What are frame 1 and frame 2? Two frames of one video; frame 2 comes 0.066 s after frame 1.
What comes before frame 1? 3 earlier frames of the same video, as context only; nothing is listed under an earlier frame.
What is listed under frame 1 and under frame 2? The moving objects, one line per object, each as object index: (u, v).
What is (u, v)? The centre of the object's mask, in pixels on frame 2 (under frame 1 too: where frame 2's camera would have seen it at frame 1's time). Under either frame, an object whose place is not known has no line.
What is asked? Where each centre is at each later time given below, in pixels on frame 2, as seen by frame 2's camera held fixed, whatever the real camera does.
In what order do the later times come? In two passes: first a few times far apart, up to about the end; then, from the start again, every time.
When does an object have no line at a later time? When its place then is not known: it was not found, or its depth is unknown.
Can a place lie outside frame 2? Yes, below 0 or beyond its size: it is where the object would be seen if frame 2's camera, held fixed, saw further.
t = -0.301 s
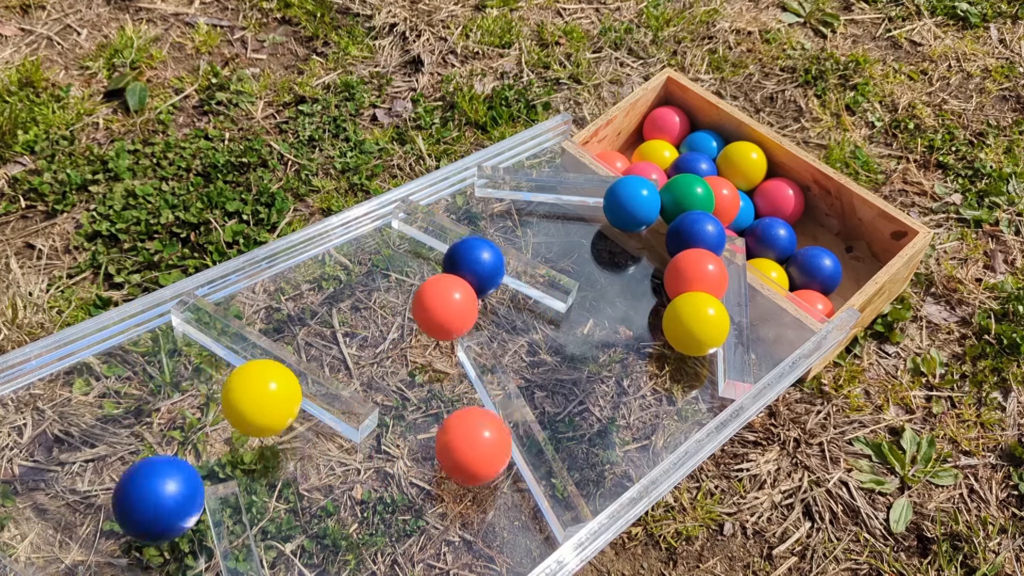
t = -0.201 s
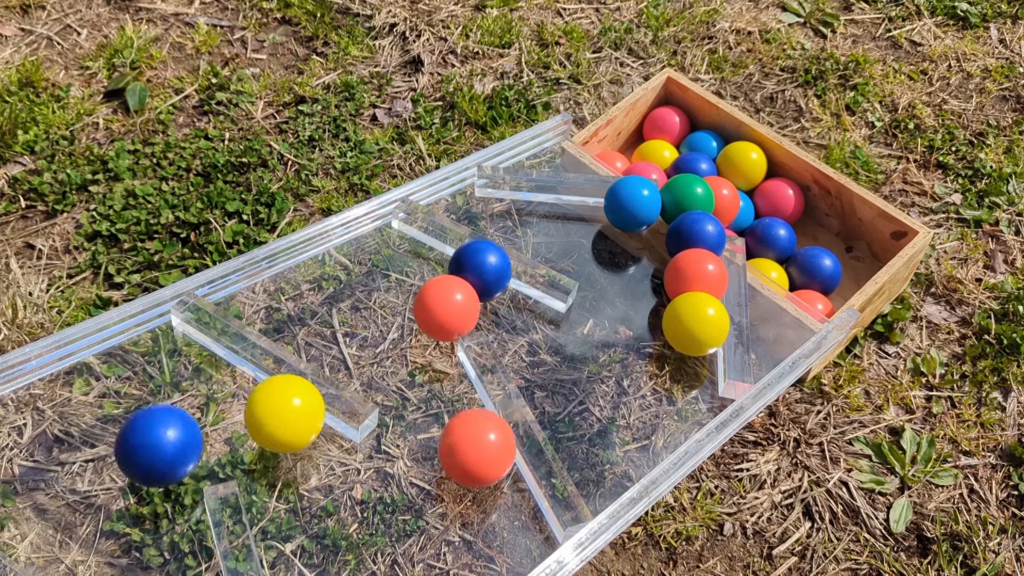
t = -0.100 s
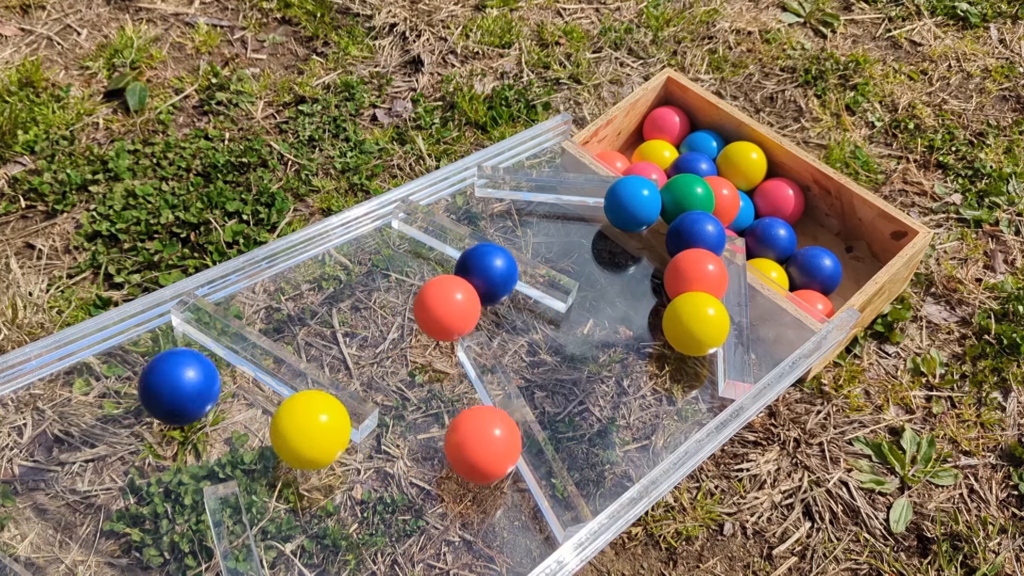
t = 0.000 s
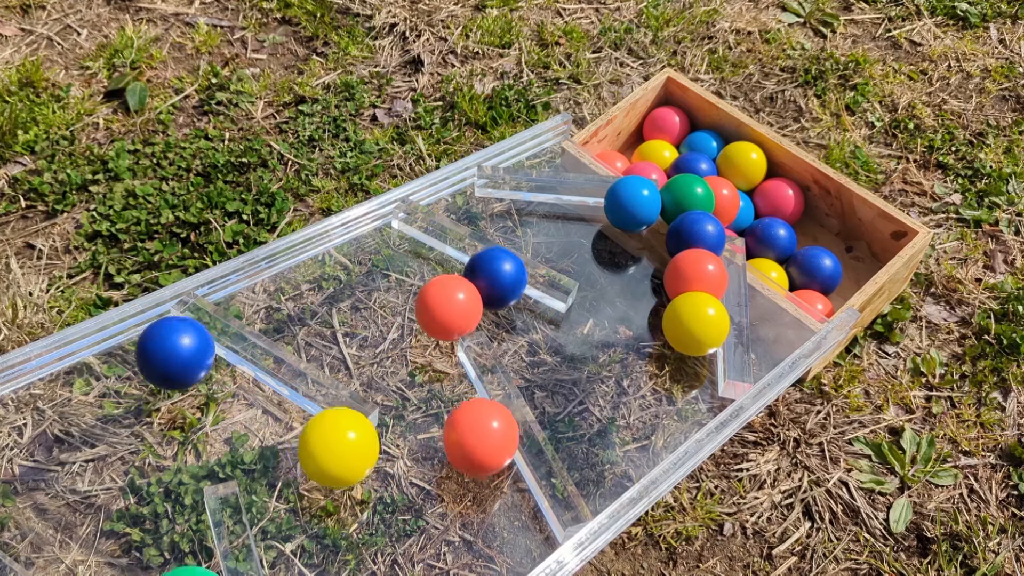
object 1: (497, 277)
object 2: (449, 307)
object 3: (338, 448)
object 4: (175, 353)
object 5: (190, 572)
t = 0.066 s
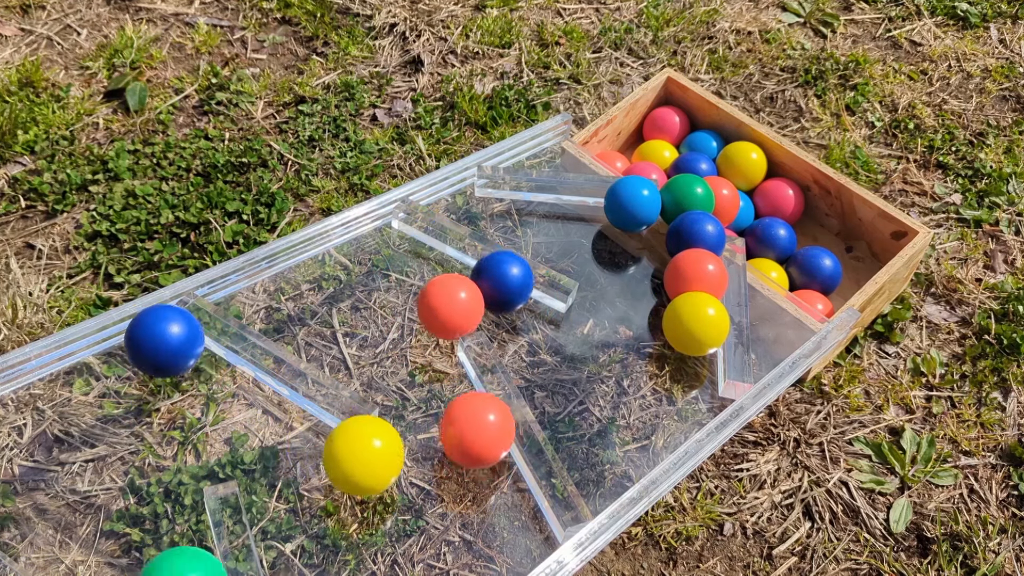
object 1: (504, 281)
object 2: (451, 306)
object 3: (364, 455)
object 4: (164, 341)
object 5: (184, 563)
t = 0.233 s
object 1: (523, 292)
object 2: (459, 294)
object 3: (429, 467)
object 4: (161, 334)
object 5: (166, 531)
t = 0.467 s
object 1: (565, 312)
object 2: (480, 270)
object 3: (491, 464)
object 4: (184, 347)
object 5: (168, 419)
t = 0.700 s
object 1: (629, 301)
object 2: (490, 275)
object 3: (485, 446)
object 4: (175, 342)
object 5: (230, 388)
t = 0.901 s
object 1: (634, 244)
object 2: (510, 285)
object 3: (467, 411)
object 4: (179, 345)
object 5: (258, 396)
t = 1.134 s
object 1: (640, 242)
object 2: (547, 304)
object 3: (433, 347)
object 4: (199, 358)
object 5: (289, 416)
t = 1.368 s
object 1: (640, 242)
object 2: (610, 314)
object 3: (423, 287)
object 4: (230, 378)
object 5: (335, 445)
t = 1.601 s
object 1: (642, 236)
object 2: (633, 282)
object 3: (476, 270)
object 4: (271, 405)
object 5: (430, 442)
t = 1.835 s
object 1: (641, 236)
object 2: (637, 283)
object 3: (512, 287)
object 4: (323, 438)
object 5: (468, 416)
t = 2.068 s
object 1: (641, 236)
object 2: (637, 283)
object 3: (553, 307)
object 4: (420, 453)
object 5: (448, 375)
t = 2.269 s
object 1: (641, 236)
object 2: (640, 279)
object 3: (605, 317)
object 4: (474, 440)
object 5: (425, 323)
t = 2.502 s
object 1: (641, 236)
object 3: (636, 331)
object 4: (466, 409)
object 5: (412, 290)
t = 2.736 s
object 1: (641, 236)
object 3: (634, 327)
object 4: (437, 353)
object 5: (423, 252)
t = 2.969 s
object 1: (641, 236)
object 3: (635, 327)
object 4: (426, 285)
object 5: (414, 235)
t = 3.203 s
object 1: (641, 236)
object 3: (635, 327)
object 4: (457, 261)
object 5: (395, 227)
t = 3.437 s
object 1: (641, 236)
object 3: (635, 327)
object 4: (473, 267)
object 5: (389, 224)
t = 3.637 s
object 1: (641, 236)
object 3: (635, 327)
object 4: (494, 278)
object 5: (394, 226)
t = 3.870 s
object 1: (641, 236)
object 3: (635, 328)
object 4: (511, 287)
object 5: (408, 234)
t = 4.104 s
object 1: (641, 236)
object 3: (635, 328)
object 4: (511, 287)
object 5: (438, 250)
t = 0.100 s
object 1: (507, 283)
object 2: (451, 305)
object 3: (379, 458)
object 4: (161, 334)
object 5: (181, 558)
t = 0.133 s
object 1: (511, 285)
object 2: (452, 304)
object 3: (396, 458)
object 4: (154, 331)
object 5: (177, 553)
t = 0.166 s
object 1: (514, 287)
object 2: (454, 301)
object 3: (413, 458)
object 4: (156, 332)
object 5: (173, 547)
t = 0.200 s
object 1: (519, 290)
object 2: (456, 298)
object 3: (419, 464)
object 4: (159, 333)
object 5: (169, 541)
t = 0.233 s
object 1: (523, 292)
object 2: (459, 294)
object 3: (429, 467)
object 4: (161, 334)
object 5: (166, 531)
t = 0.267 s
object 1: (528, 295)
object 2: (463, 289)
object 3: (440, 468)
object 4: (164, 335)
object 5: (163, 518)
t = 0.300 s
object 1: (534, 297)
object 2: (468, 283)
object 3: (453, 468)
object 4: (167, 337)
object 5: (159, 503)
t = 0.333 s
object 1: (539, 300)
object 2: (475, 276)
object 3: (467, 466)
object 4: (170, 339)
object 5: (156, 489)
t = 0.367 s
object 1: (545, 303)
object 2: (479, 270)
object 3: (482, 463)
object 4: (173, 341)
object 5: (156, 473)
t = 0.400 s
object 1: (551, 306)
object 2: (479, 271)
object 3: (492, 461)
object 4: (176, 343)
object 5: (158, 456)
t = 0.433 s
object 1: (558, 309)
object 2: (479, 270)
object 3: (490, 464)
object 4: (180, 345)
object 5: (162, 438)
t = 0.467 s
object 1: (565, 312)
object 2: (480, 270)
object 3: (491, 464)
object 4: (184, 347)
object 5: (168, 419)
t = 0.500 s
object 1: (573, 314)
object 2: (480, 270)
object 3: (493, 462)
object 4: (182, 345)
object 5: (172, 411)
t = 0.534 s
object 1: (583, 315)
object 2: (480, 270)
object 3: (493, 461)
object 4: (175, 346)
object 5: (176, 412)
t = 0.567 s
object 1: (594, 314)
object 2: (481, 270)
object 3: (492, 459)
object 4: (174, 344)
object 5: (183, 409)
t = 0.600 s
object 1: (605, 313)
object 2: (482, 270)
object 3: (490, 456)
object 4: (175, 342)
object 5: (191, 405)
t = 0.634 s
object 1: (618, 311)
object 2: (483, 272)
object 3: (489, 453)
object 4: (175, 341)
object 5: (202, 399)
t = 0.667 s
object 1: (630, 308)
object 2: (487, 274)
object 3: (487, 450)
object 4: (174, 341)
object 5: (215, 394)
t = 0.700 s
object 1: (629, 301)
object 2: (490, 275)
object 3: (485, 446)
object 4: (175, 342)
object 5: (230, 388)
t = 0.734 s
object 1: (629, 293)
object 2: (492, 276)
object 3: (483, 442)
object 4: (175, 342)
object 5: (238, 384)
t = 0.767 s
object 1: (630, 285)
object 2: (496, 278)
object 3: (480, 437)
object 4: (176, 343)
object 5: (241, 388)
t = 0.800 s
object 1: (633, 275)
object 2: (499, 279)
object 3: (477, 431)
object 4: (176, 343)
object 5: (247, 389)
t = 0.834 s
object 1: (633, 266)
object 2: (502, 281)
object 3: (474, 425)
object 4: (177, 343)
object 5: (250, 392)
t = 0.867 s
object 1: (633, 254)
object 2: (506, 283)
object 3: (470, 418)
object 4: (178, 344)
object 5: (254, 394)
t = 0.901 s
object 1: (634, 244)
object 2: (510, 285)
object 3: (467, 411)
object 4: (179, 345)
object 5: (258, 396)
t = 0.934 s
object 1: (636, 244)
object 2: (515, 288)
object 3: (463, 403)
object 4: (182, 346)
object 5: (262, 398)
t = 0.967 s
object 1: (639, 243)
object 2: (519, 291)
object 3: (458, 394)
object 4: (184, 348)
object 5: (266, 401)
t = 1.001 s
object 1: (641, 243)
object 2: (524, 293)
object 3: (454, 386)
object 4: (186, 349)
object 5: (270, 404)
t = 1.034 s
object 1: (640, 243)
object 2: (530, 296)
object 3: (449, 377)
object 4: (189, 351)
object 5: (274, 406)
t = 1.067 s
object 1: (640, 242)
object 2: (535, 299)
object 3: (444, 367)
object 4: (192, 353)
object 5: (279, 410)
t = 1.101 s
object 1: (640, 242)
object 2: (541, 301)
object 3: (439, 357)
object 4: (195, 355)
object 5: (284, 413)
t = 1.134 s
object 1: (640, 242)
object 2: (547, 304)
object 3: (433, 347)
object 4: (199, 358)
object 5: (289, 416)
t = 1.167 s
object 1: (640, 242)
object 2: (553, 307)
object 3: (428, 337)
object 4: (202, 360)
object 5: (295, 420)
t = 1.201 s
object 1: (640, 242)
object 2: (560, 311)
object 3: (424, 326)
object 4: (206, 362)
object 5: (301, 424)
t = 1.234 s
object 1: (640, 242)
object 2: (568, 313)
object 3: (421, 314)
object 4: (210, 365)
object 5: (307, 428)
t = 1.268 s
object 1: (640, 242)
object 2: (577, 315)
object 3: (420, 301)
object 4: (215, 368)
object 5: (314, 432)
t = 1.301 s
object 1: (640, 242)
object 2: (587, 315)
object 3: (421, 288)
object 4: (220, 372)
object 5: (320, 436)
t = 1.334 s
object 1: (640, 242)
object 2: (598, 315)
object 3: (421, 288)
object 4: (225, 375)
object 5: (327, 441)
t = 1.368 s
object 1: (640, 242)
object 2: (610, 314)
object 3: (423, 287)
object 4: (230, 378)
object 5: (335, 445)
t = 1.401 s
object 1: (640, 242)
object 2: (623, 312)
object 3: (426, 286)
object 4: (236, 382)
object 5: (343, 449)
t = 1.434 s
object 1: (640, 242)
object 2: (630, 308)
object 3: (431, 283)
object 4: (242, 386)
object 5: (353, 452)
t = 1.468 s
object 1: (640, 241)
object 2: (628, 302)
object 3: (437, 283)
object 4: (247, 389)
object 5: (365, 453)
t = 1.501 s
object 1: (641, 240)
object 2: (628, 295)
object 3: (445, 281)
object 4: (253, 393)
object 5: (379, 453)
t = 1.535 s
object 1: (641, 238)
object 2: (629, 288)
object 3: (454, 278)
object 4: (259, 397)
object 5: (395, 450)
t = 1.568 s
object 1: (642, 236)
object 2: (631, 282)
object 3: (464, 274)
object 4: (265, 401)
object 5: (412, 447)
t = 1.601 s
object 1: (642, 236)
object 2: (633, 282)
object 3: (476, 270)
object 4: (271, 405)
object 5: (430, 442)
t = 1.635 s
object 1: (642, 236)
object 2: (635, 282)
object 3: (479, 272)
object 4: (278, 409)
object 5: (449, 435)
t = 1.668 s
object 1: (641, 236)
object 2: (637, 283)
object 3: (484, 275)
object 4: (284, 413)
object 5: (470, 428)
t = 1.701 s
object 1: (641, 236)
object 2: (637, 283)
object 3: (491, 277)
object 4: (291, 418)
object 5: (471, 425)
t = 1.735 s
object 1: (641, 236)
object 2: (637, 283)
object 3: (496, 279)
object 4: (299, 422)
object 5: (466, 426)
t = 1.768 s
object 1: (641, 236)
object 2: (637, 283)
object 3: (502, 281)
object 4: (307, 427)
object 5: (466, 424)
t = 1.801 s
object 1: (641, 236)
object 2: (637, 283)
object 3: (507, 284)
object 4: (315, 432)
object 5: (468, 420)
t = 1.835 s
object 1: (641, 236)
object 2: (637, 283)
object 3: (512, 287)
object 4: (323, 438)
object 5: (468, 416)
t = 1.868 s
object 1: (641, 236)
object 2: (637, 283)
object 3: (518, 290)
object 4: (333, 444)
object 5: (466, 412)
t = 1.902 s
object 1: (641, 236)
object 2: (637, 283)
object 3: (523, 292)
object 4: (342, 449)
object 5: (464, 407)
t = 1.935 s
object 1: (641, 236)
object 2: (637, 283)
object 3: (529, 295)
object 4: (355, 453)
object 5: (462, 401)
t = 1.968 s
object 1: (641, 236)
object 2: (637, 283)
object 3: (535, 298)
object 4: (369, 455)
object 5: (459, 395)
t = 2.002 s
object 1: (641, 236)
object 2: (637, 283)
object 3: (540, 301)
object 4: (384, 456)
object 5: (455, 389)
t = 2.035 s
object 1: (641, 236)
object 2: (637, 283)
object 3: (547, 304)
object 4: (402, 455)
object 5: (452, 382)
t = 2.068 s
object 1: (641, 236)
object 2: (637, 283)
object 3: (553, 307)
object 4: (420, 453)
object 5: (448, 375)
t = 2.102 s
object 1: (641, 236)
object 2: (637, 283)
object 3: (560, 311)
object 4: (440, 449)
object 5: (444, 367)
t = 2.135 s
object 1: (641, 236)
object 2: (637, 283)
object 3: (568, 313)
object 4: (461, 444)
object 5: (440, 359)
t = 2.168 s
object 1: (641, 236)
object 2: (637, 283)
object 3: (577, 315)
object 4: (481, 438)
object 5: (435, 351)
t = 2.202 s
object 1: (641, 236)
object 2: (638, 282)
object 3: (587, 315)
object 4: (475, 439)
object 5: (430, 342)
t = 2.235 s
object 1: (641, 236)
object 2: (640, 280)
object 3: (598, 314)
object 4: (473, 442)
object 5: (427, 333)
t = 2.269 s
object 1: (641, 236)
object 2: (640, 279)
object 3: (605, 317)
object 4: (474, 440)
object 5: (425, 323)
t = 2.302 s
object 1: (641, 236)
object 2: (639, 278)
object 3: (612, 320)
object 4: (478, 437)
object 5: (425, 312)
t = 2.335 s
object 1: (641, 236)
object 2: (639, 277)
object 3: (620, 323)
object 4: (478, 433)
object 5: (426, 300)
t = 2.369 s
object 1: (641, 236)
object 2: (638, 277)
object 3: (627, 325)
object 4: (477, 430)
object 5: (421, 298)
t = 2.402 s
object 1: (641, 236)
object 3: (634, 328)
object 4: (475, 425)
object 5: (417, 298)
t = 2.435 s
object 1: (641, 236)
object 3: (634, 330)
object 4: (472, 421)
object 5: (414, 296)
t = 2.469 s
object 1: (641, 236)
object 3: (635, 331)
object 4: (469, 415)
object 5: (412, 293)
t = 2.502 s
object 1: (641, 236)
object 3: (636, 331)
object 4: (466, 409)
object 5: (412, 290)
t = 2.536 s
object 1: (641, 236)
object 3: (636, 331)
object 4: (462, 403)
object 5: (412, 286)
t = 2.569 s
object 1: (641, 236)
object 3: (636, 330)
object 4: (458, 395)
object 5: (410, 282)
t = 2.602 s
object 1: (641, 236)
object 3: (635, 328)
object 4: (455, 387)
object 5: (411, 278)
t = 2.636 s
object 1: (641, 236)
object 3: (634, 327)
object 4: (450, 380)
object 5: (412, 273)
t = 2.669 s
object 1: (641, 236)
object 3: (634, 327)
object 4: (446, 371)
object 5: (414, 267)
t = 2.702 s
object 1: (641, 236)
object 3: (634, 327)
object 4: (441, 362)
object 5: (418, 259)
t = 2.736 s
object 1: (641, 236)
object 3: (634, 327)
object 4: (437, 353)
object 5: (423, 252)
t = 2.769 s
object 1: (641, 236)
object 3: (634, 327)
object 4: (432, 344)
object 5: (428, 244)
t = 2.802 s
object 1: (641, 236)
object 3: (635, 327)
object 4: (427, 334)
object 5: (424, 245)
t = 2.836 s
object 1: (641, 236)
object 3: (635, 327)
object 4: (424, 324)
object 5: (423, 244)
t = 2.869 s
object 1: (641, 236)
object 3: (635, 327)
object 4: (423, 313)
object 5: (423, 242)
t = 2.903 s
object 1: (641, 236)
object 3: (635, 327)
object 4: (422, 302)
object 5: (422, 240)
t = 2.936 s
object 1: (641, 236)
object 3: (635, 327)
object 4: (423, 289)
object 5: (421, 237)
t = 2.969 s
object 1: (641, 236)
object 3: (635, 327)
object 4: (426, 285)
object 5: (414, 235)
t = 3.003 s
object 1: (641, 236)
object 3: (635, 327)
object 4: (429, 282)
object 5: (408, 234)
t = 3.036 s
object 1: (641, 236)
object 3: (635, 327)
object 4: (434, 278)
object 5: (404, 233)
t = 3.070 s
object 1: (641, 236)
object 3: (635, 327)
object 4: (440, 273)
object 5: (402, 231)
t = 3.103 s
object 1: (641, 236)
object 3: (635, 327)
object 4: (448, 266)
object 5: (400, 230)
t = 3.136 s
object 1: (641, 236)
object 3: (634, 327)
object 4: (456, 260)
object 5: (398, 228)
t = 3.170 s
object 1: (641, 236)
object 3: (635, 327)
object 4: (456, 261)
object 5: (396, 228)
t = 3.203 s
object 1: (641, 236)
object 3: (635, 327)
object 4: (457, 261)
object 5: (395, 227)
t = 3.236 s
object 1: (641, 236)
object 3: (635, 327)
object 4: (460, 261)
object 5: (394, 226)
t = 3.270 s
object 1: (641, 236)
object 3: (635, 327)
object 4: (462, 262)
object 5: (393, 226)
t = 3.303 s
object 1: (641, 236)
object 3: (635, 327)
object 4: (464, 263)
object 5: (391, 225)
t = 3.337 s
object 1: (641, 236)
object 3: (635, 327)
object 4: (466, 264)
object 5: (390, 224)
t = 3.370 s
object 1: (641, 236)
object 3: (635, 327)
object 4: (468, 265)
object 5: (389, 224)
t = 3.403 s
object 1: (641, 236)
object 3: (635, 327)
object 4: (470, 266)
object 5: (389, 224)
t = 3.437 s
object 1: (641, 236)
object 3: (635, 327)
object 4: (473, 267)
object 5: (389, 224)
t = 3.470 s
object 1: (641, 236)
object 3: (635, 327)
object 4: (476, 268)
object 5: (390, 225)
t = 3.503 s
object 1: (641, 236)
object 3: (635, 327)
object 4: (479, 270)
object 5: (391, 225)
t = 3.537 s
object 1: (641, 236)
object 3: (635, 327)
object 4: (482, 272)
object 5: (392, 226)
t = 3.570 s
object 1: (641, 236)
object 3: (635, 327)
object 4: (486, 274)
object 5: (393, 226)
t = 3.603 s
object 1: (641, 236)
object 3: (635, 327)
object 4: (490, 276)
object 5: (393, 226)
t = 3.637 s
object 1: (641, 236)
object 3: (635, 327)
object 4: (494, 278)
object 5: (394, 226)
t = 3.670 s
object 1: (641, 236)
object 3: (635, 327)
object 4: (499, 280)
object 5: (394, 226)
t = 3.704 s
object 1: (641, 236)
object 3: (635, 327)
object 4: (503, 283)
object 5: (395, 227)
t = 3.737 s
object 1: (641, 236)
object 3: (635, 327)
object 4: (508, 285)
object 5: (397, 228)
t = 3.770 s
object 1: (641, 236)
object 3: (635, 328)
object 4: (511, 286)
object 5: (399, 229)
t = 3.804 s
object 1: (641, 236)
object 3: (635, 328)
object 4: (511, 286)
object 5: (402, 230)
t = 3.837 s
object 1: (641, 236)
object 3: (635, 328)
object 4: (511, 287)
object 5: (404, 232)
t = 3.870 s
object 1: (641, 236)
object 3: (635, 328)
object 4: (511, 287)
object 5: (408, 234)
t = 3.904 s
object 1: (641, 236)
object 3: (635, 328)
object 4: (511, 287)
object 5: (411, 235)
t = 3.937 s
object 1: (641, 236)
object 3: (635, 328)
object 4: (511, 287)
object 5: (415, 238)
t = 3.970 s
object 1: (641, 236)
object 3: (635, 328)
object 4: (511, 287)
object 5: (419, 239)
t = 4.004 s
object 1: (641, 236)
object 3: (635, 328)
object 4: (511, 287)
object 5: (424, 242)
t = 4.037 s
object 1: (641, 236)
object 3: (635, 328)
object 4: (511, 286)
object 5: (428, 244)
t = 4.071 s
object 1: (641, 236)
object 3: (635, 328)
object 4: (511, 286)
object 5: (433, 247)
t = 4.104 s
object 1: (641, 236)
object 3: (635, 328)
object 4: (511, 287)
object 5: (438, 250)
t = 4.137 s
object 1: (641, 236)
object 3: (635, 327)
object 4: (511, 286)
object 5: (444, 252)
